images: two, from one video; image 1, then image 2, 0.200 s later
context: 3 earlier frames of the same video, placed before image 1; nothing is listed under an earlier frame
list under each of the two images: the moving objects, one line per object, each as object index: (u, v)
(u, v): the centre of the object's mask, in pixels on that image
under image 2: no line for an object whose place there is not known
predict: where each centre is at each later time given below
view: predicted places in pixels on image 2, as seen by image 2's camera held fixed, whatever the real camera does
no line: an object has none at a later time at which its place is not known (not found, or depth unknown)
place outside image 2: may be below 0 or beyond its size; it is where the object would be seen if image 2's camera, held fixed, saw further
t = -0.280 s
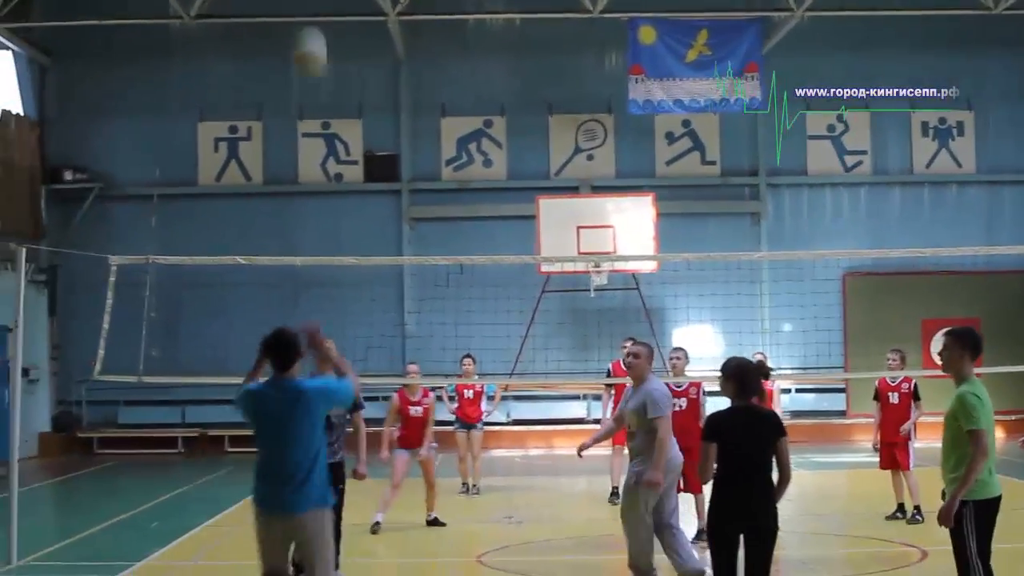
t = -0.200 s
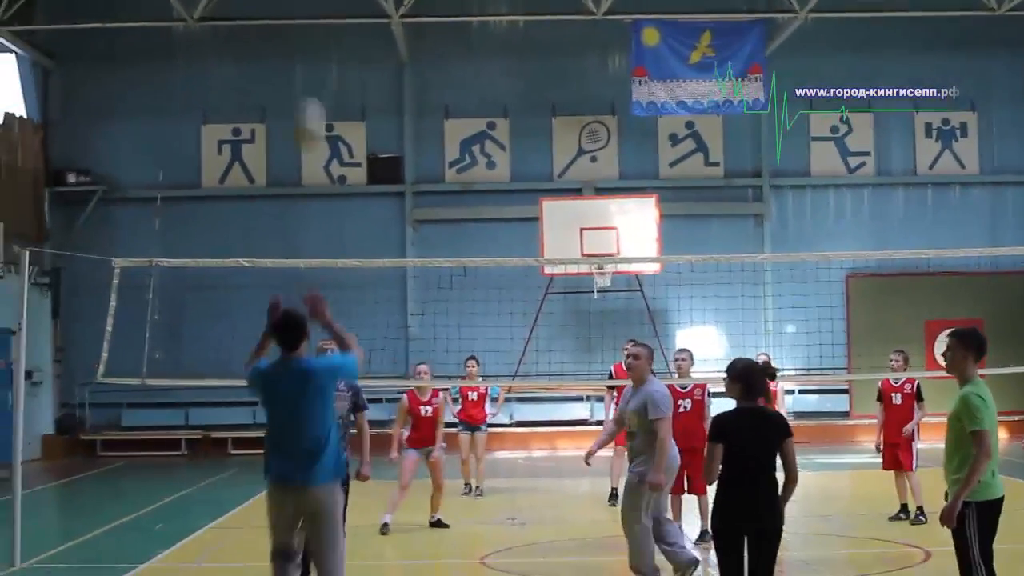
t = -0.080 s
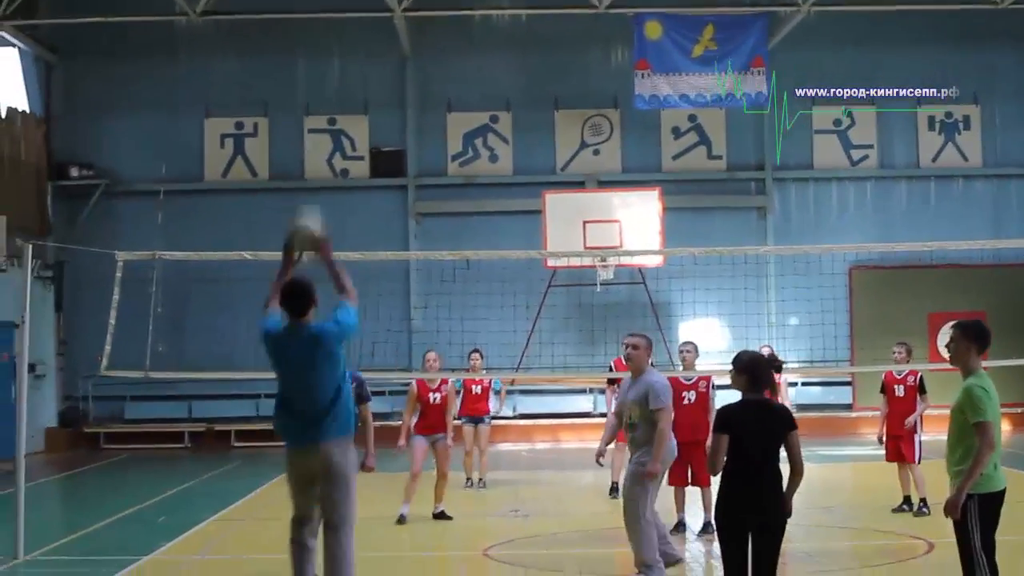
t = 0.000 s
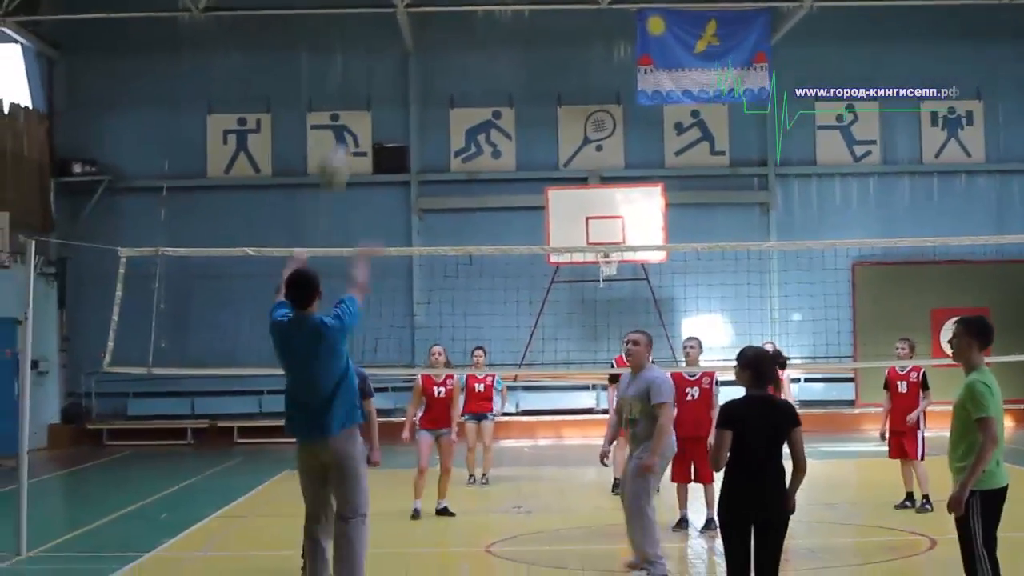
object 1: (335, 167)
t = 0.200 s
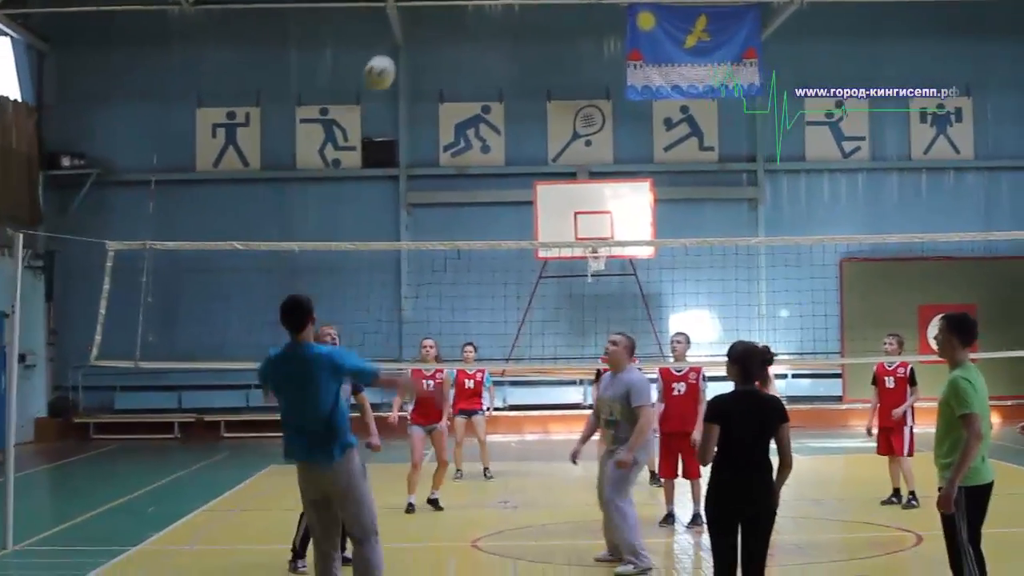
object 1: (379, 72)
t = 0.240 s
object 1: (390, 65)
